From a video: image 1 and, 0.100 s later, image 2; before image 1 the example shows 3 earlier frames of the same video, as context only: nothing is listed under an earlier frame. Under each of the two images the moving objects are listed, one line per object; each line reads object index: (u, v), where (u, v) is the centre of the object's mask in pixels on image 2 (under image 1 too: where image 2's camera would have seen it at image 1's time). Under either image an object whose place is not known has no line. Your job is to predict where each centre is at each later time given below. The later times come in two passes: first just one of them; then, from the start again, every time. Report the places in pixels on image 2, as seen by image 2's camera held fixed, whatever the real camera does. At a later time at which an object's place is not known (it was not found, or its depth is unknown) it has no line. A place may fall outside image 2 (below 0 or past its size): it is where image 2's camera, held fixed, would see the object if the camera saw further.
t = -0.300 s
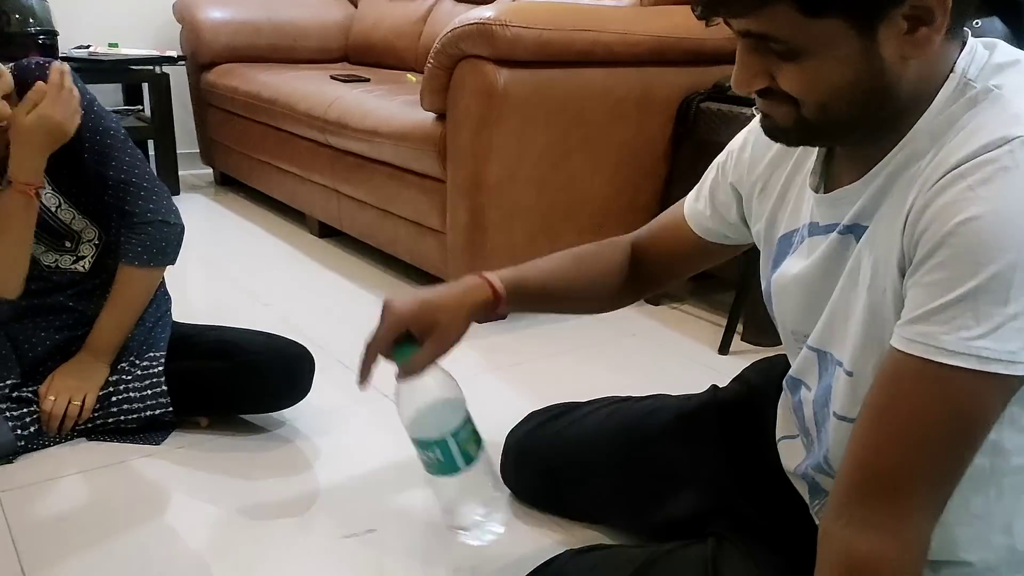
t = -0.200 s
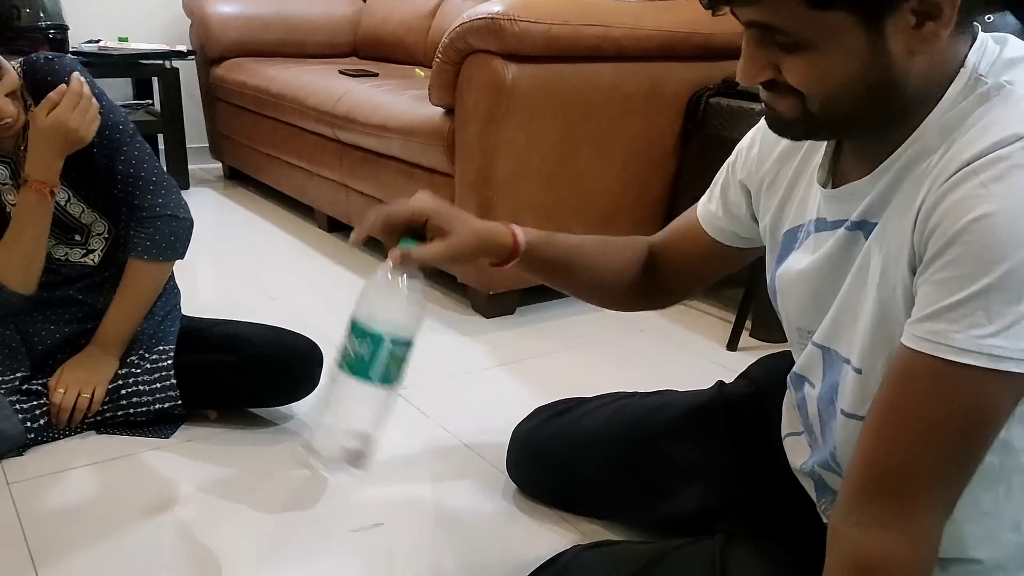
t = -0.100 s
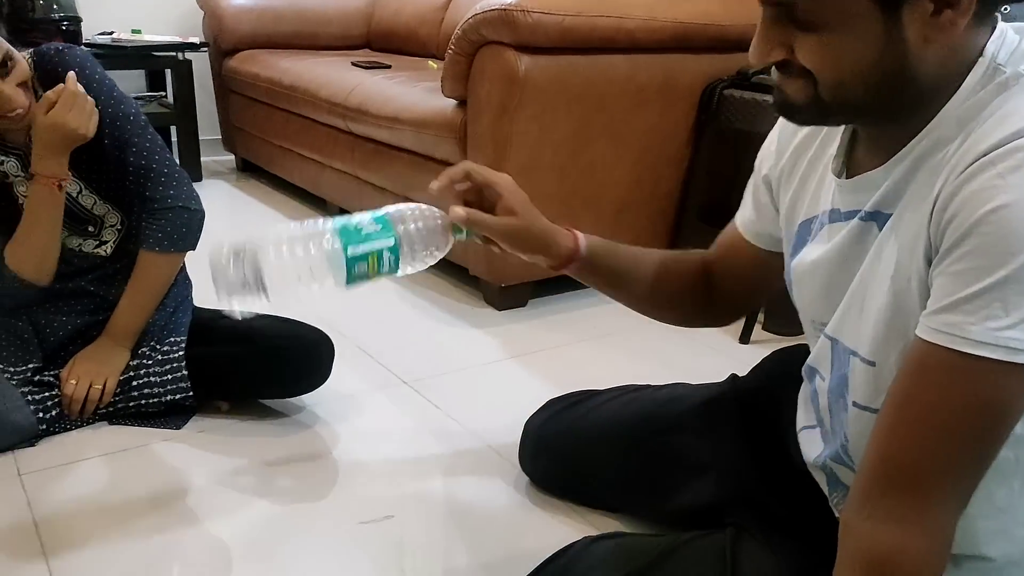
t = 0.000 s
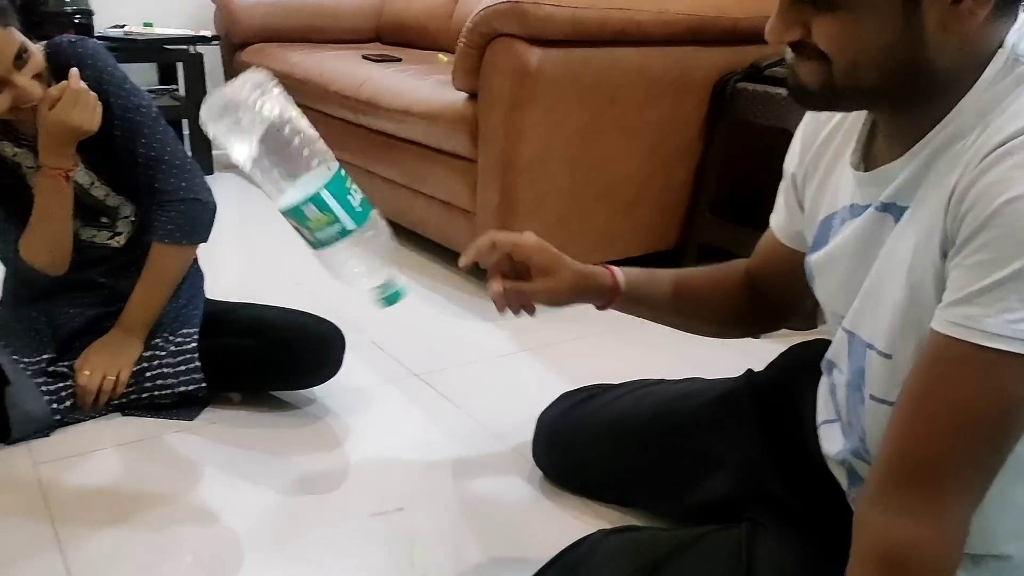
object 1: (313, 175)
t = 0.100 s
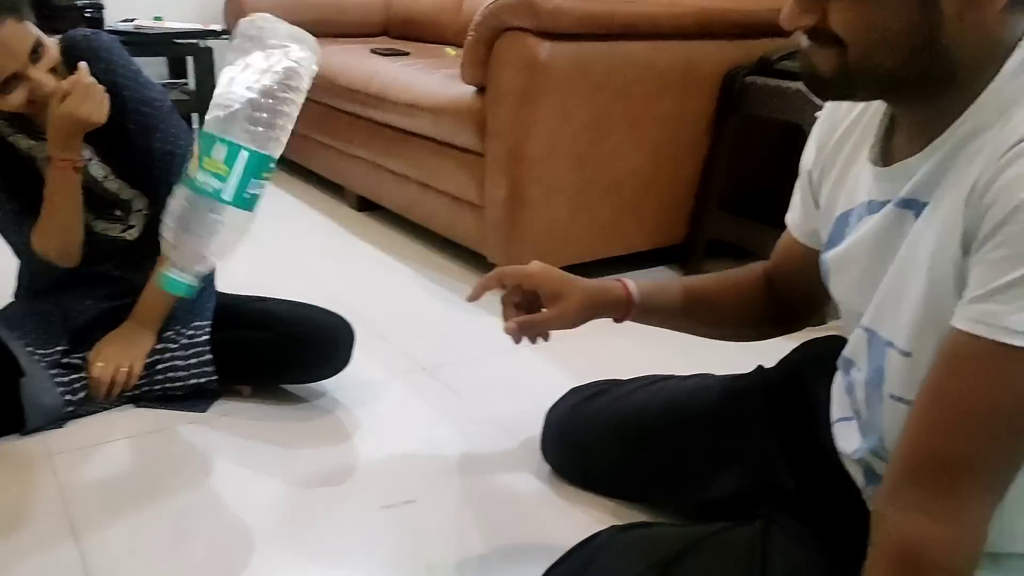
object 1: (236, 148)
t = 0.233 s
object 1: (182, 169)
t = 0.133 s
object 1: (210, 145)
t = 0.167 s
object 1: (194, 144)
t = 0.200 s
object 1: (185, 152)
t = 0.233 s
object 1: (182, 169)
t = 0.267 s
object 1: (190, 198)
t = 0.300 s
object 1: (210, 250)
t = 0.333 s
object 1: (229, 307)
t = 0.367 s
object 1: (248, 375)
